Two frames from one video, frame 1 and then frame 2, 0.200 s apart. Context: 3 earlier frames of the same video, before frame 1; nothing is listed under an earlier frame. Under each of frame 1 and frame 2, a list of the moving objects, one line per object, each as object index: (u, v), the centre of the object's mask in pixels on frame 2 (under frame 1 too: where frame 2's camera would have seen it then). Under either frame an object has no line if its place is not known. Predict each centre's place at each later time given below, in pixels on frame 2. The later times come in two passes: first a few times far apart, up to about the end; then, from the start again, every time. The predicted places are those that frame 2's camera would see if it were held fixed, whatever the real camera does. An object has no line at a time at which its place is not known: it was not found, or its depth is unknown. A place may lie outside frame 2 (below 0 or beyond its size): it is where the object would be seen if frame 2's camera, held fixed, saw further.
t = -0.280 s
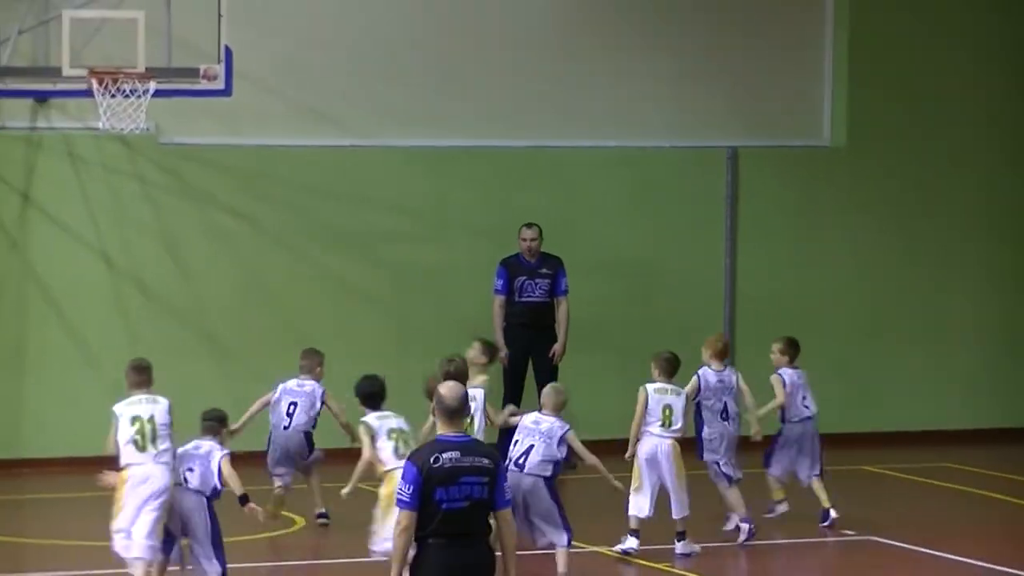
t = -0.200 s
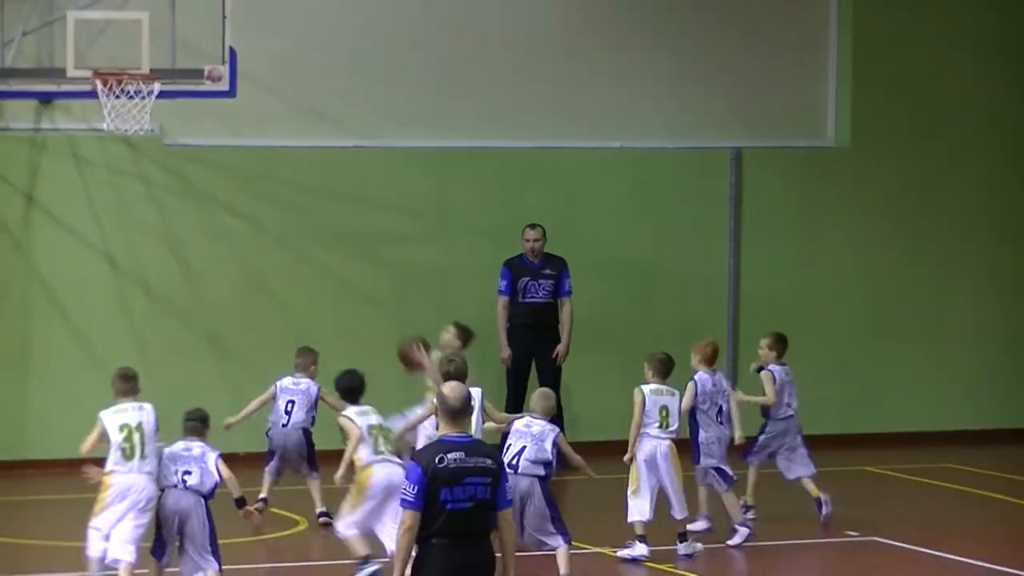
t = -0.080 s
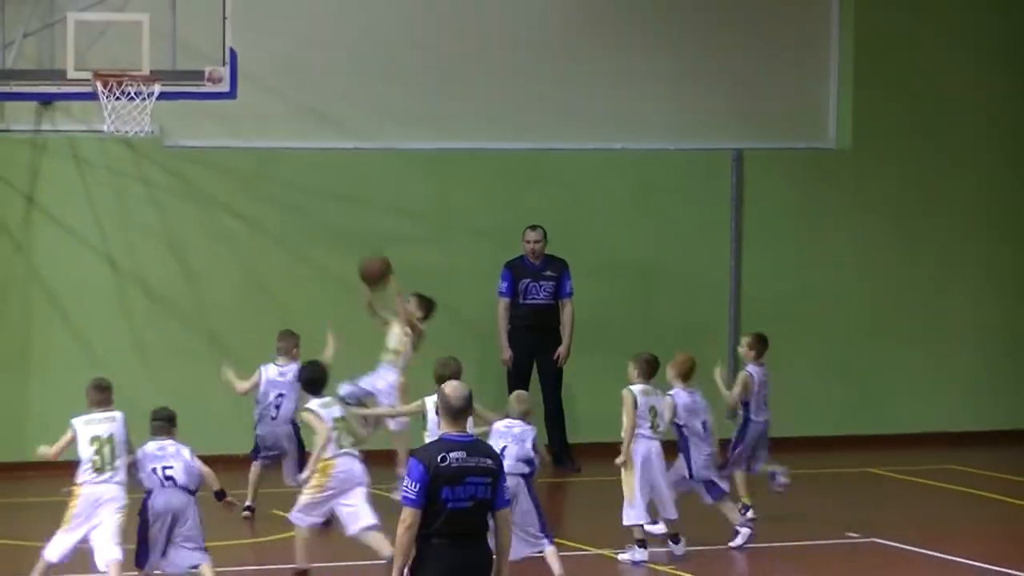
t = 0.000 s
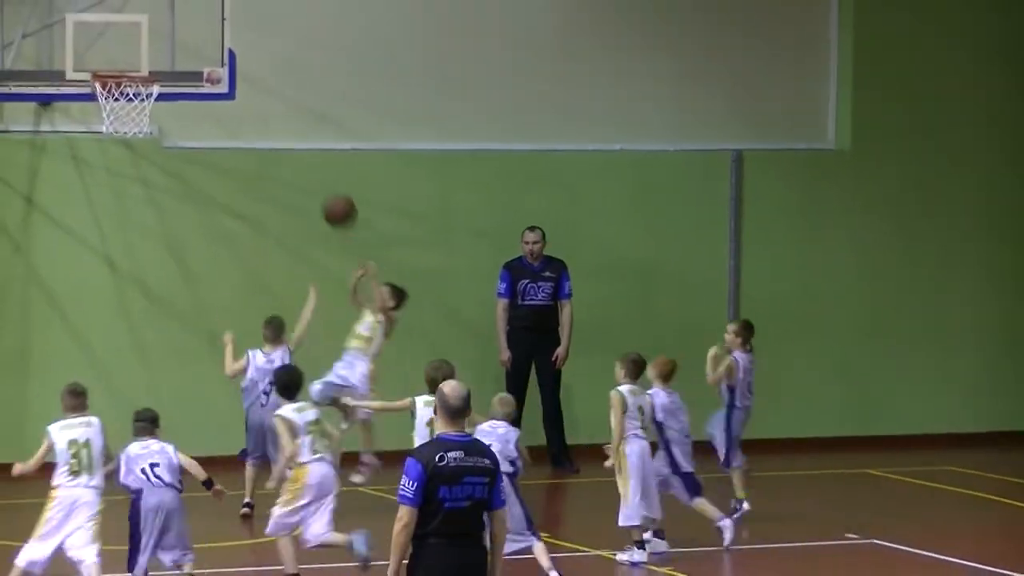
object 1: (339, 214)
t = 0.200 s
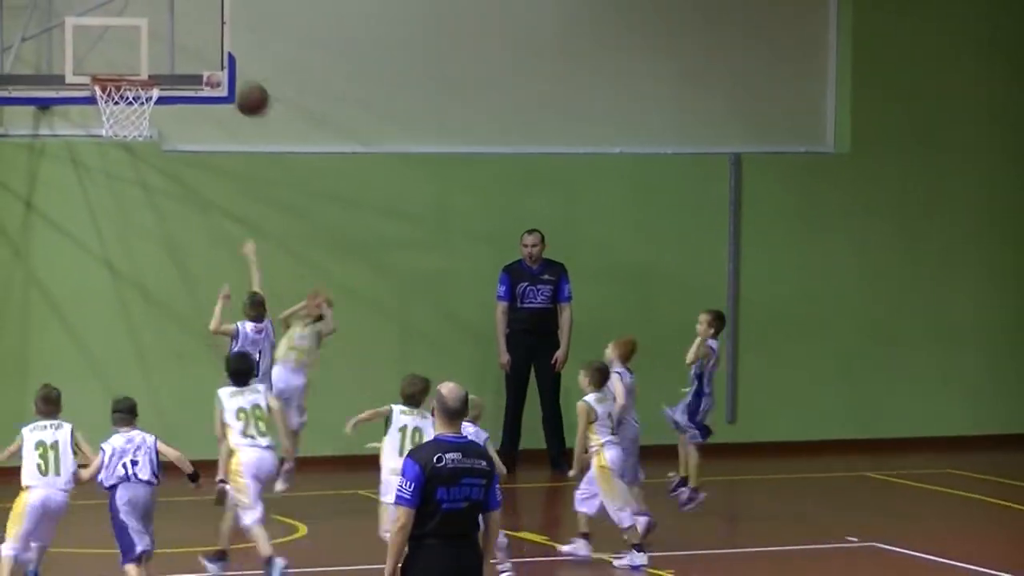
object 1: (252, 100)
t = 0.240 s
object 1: (234, 84)
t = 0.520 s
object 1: (129, 32)
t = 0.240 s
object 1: (234, 84)
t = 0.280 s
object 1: (215, 69)
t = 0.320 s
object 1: (198, 56)
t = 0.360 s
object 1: (181, 46)
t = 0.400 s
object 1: (163, 39)
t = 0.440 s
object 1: (149, 34)
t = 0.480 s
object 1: (139, 32)
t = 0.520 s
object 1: (129, 32)
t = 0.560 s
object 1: (119, 33)
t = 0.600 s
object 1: (110, 38)
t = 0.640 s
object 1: (100, 44)
